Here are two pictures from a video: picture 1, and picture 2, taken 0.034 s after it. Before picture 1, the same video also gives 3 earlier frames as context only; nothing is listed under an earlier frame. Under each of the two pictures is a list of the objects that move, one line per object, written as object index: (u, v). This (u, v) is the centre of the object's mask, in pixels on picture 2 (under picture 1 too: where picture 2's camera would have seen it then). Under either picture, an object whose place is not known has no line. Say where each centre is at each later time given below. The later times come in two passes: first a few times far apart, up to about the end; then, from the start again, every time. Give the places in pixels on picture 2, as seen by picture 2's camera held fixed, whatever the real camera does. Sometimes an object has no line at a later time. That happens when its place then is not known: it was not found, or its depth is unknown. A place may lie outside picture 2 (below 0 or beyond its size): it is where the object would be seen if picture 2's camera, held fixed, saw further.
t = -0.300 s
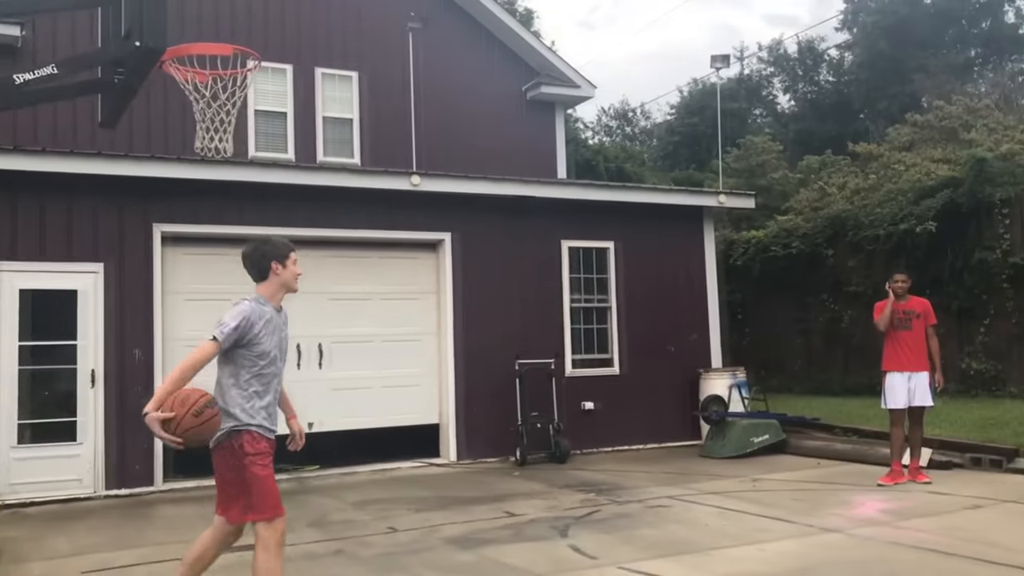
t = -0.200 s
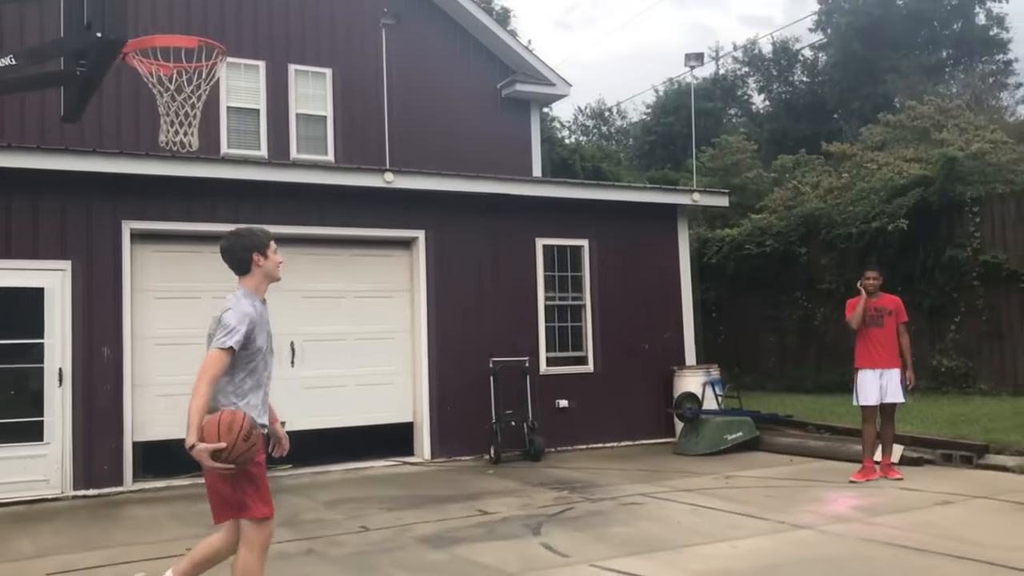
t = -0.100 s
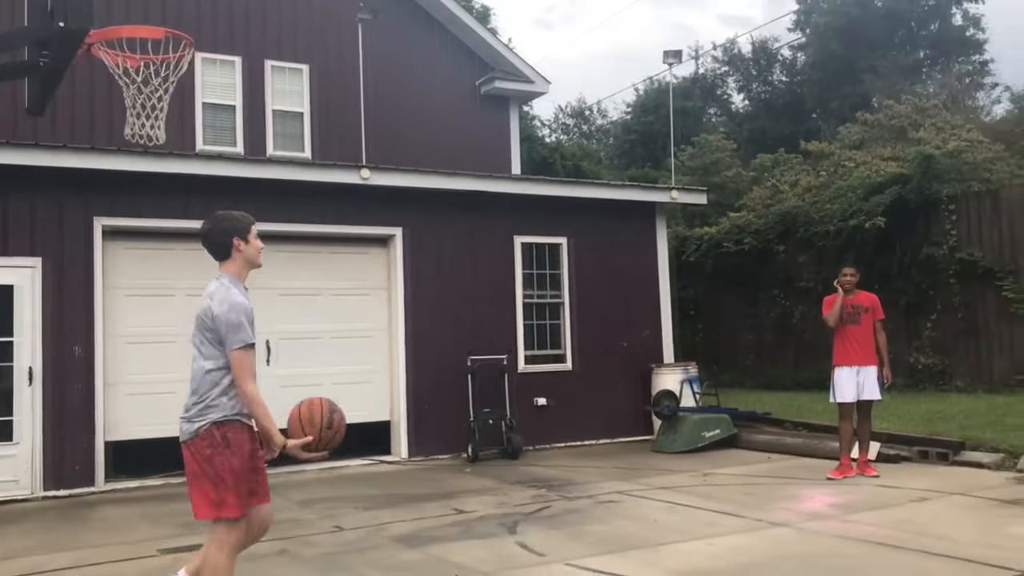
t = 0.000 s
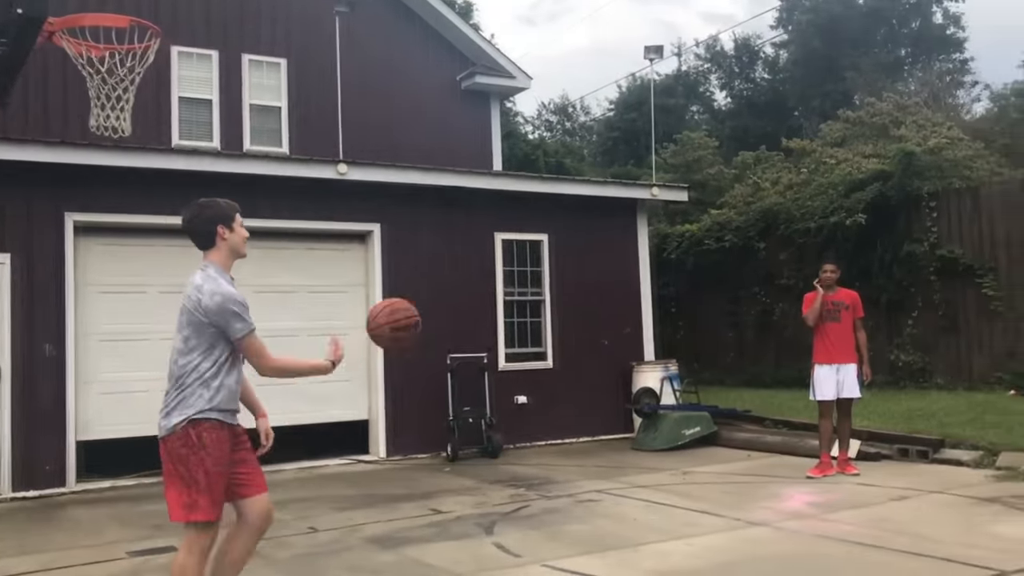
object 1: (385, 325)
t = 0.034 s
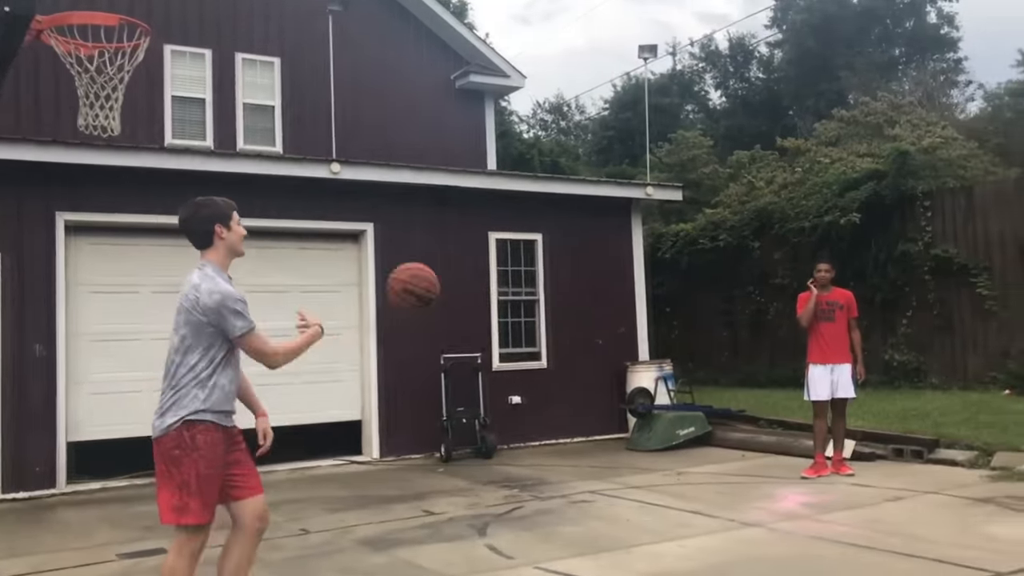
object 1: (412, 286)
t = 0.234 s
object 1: (539, 156)
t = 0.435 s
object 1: (633, 112)
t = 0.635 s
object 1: (708, 128)
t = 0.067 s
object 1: (438, 256)
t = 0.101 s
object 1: (461, 227)
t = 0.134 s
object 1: (482, 202)
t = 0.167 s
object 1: (504, 184)
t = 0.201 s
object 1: (524, 166)
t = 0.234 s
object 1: (539, 156)
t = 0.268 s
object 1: (555, 144)
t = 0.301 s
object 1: (573, 133)
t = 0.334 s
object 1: (589, 126)
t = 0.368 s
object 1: (605, 119)
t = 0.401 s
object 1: (619, 115)
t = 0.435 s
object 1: (633, 112)
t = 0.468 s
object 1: (647, 112)
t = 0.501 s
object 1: (659, 112)
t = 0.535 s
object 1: (670, 113)
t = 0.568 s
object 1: (683, 116)
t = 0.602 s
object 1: (696, 122)
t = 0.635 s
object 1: (708, 128)
